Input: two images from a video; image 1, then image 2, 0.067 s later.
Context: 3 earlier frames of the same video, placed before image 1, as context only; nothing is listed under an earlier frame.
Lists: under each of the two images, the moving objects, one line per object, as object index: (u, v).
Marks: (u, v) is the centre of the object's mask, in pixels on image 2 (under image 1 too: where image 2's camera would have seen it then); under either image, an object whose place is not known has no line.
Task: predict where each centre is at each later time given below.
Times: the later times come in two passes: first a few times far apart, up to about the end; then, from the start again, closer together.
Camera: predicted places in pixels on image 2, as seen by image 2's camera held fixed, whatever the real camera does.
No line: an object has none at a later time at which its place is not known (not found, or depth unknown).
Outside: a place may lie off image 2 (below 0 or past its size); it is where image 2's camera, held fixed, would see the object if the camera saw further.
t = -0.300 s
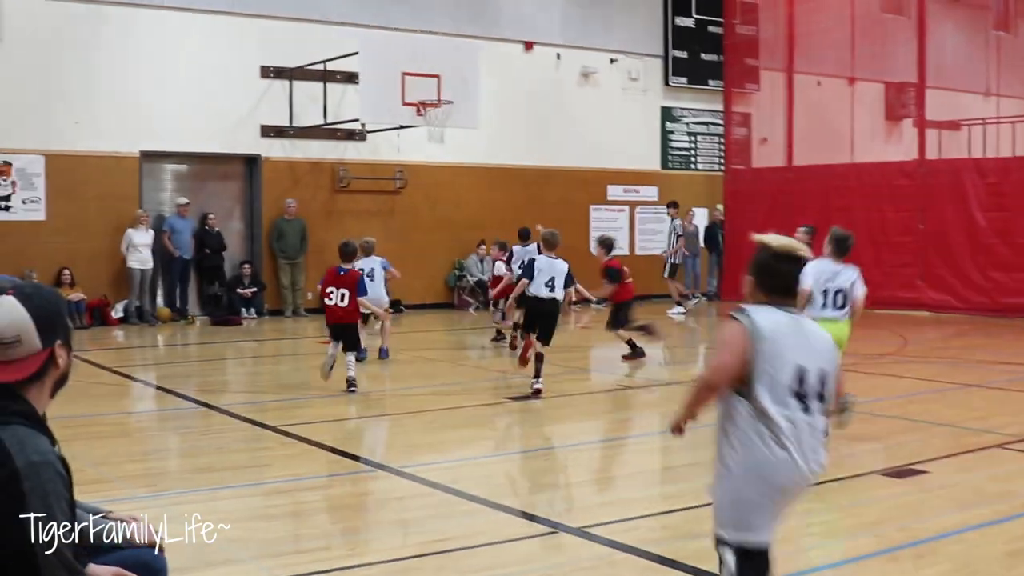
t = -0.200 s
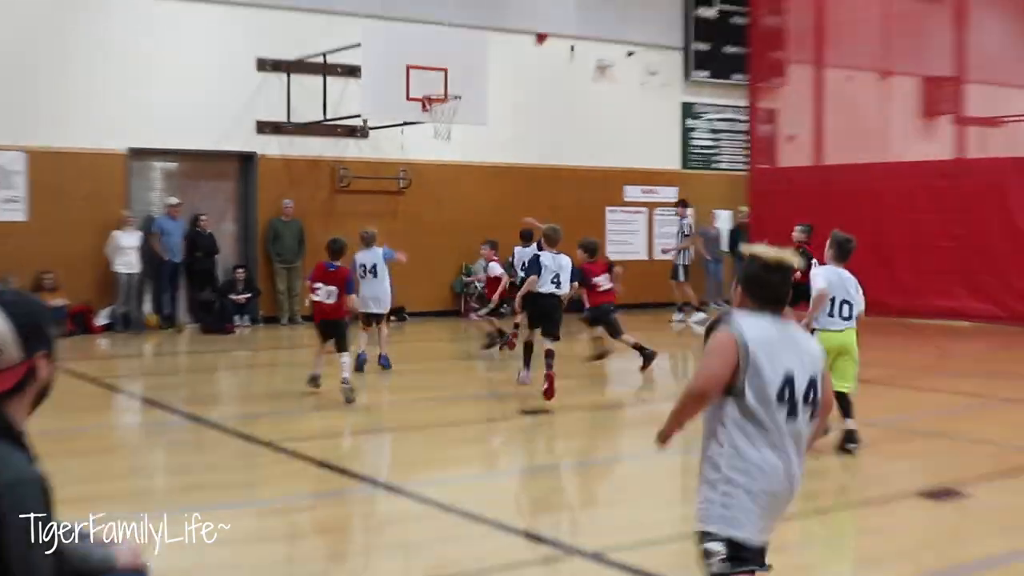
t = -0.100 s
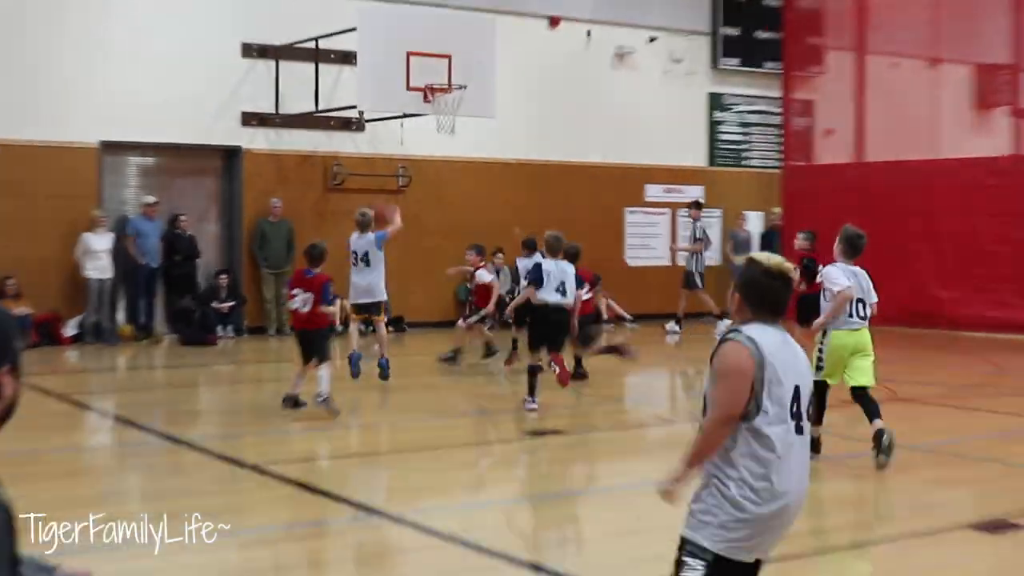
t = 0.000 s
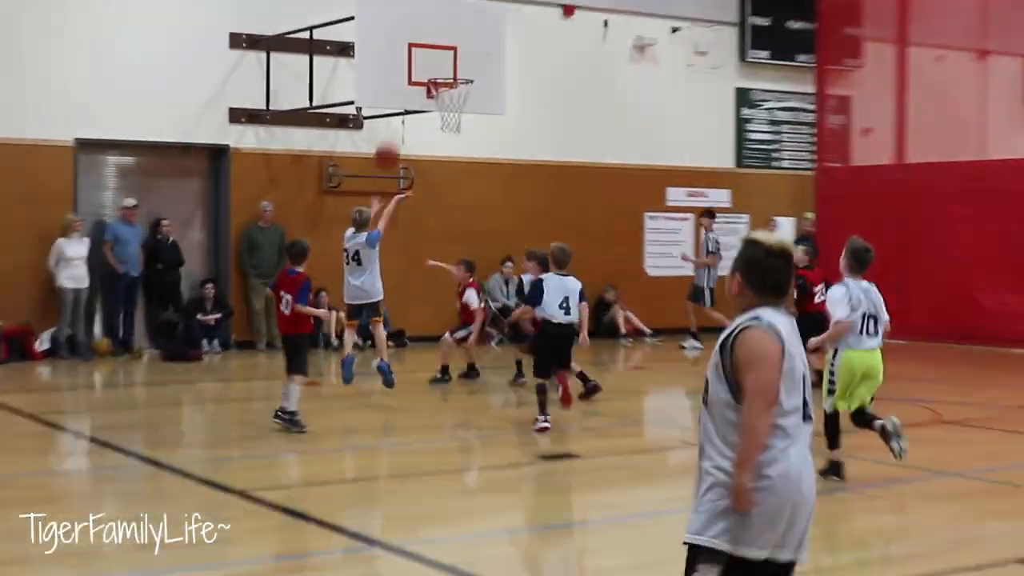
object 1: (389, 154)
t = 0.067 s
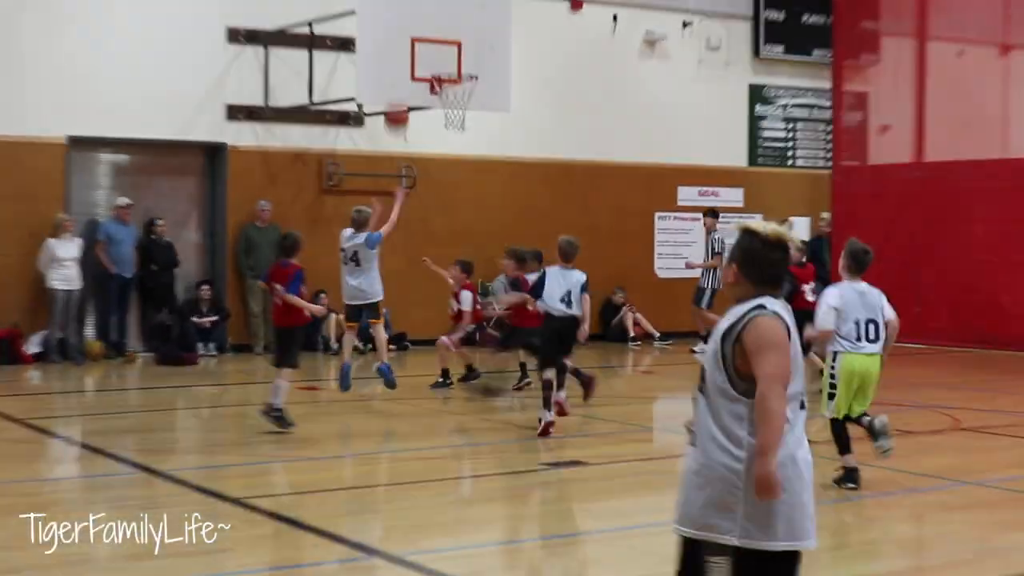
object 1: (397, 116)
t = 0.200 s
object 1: (410, 64)
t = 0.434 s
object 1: (432, 25)
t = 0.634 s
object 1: (449, 36)
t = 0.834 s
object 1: (462, 62)
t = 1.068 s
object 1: (489, 52)
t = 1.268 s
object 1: (514, 84)
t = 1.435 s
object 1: (534, 138)
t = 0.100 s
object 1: (400, 100)
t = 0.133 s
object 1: (403, 88)
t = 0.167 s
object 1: (407, 76)
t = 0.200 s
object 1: (410, 64)
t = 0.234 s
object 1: (414, 55)
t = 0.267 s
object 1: (417, 47)
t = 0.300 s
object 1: (420, 40)
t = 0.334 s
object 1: (423, 35)
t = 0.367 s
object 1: (426, 30)
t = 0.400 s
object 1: (429, 27)
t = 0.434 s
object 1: (432, 25)
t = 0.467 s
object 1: (435, 24)
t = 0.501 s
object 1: (438, 24)
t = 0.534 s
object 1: (441, 26)
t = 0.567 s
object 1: (444, 28)
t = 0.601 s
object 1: (446, 31)
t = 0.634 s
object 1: (449, 36)
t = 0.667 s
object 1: (451, 42)
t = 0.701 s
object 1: (454, 49)
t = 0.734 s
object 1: (456, 56)
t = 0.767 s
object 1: (459, 64)
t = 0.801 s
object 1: (460, 65)
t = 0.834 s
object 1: (462, 62)
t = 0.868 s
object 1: (464, 57)
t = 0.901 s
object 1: (468, 54)
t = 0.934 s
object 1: (472, 51)
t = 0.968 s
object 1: (476, 50)
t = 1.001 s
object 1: (481, 49)
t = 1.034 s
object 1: (485, 50)
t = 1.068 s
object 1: (489, 52)
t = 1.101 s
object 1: (494, 54)
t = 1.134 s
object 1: (497, 58)
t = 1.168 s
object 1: (502, 62)
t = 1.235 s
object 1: (510, 76)
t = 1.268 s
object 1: (514, 84)
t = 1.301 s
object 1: (518, 93)
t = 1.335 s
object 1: (523, 102)
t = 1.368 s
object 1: (527, 113)
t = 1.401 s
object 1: (531, 125)
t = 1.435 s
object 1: (534, 138)
